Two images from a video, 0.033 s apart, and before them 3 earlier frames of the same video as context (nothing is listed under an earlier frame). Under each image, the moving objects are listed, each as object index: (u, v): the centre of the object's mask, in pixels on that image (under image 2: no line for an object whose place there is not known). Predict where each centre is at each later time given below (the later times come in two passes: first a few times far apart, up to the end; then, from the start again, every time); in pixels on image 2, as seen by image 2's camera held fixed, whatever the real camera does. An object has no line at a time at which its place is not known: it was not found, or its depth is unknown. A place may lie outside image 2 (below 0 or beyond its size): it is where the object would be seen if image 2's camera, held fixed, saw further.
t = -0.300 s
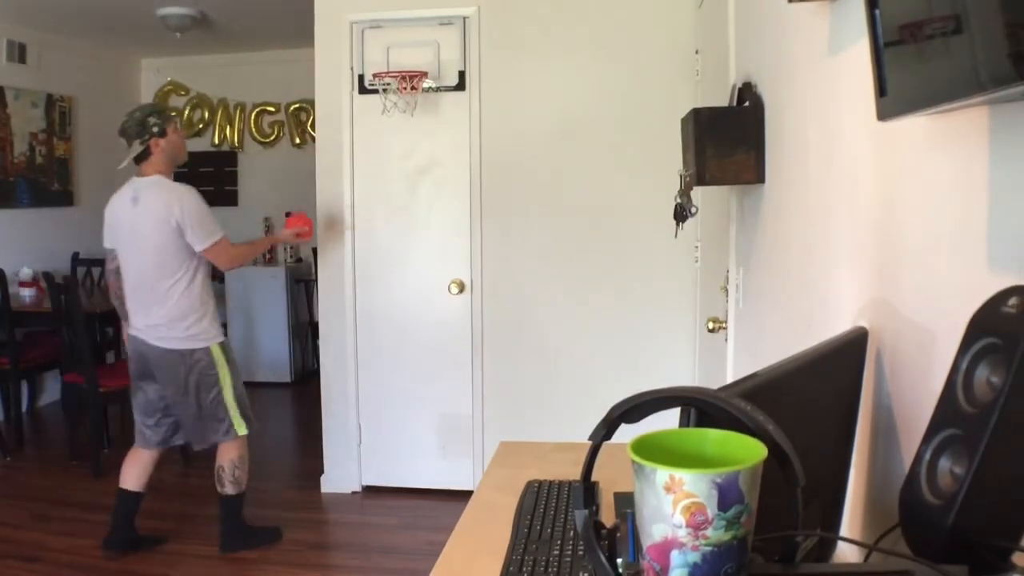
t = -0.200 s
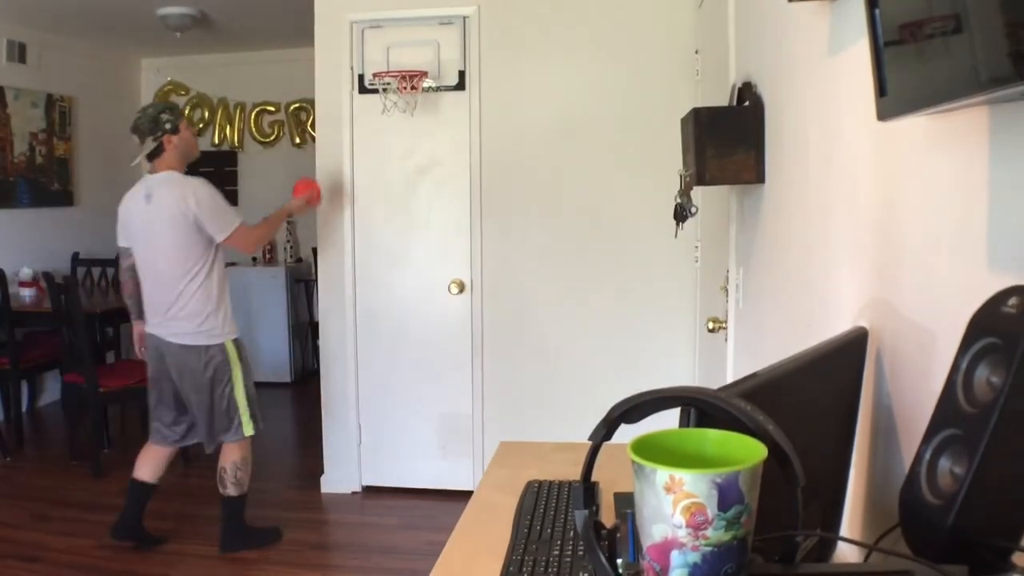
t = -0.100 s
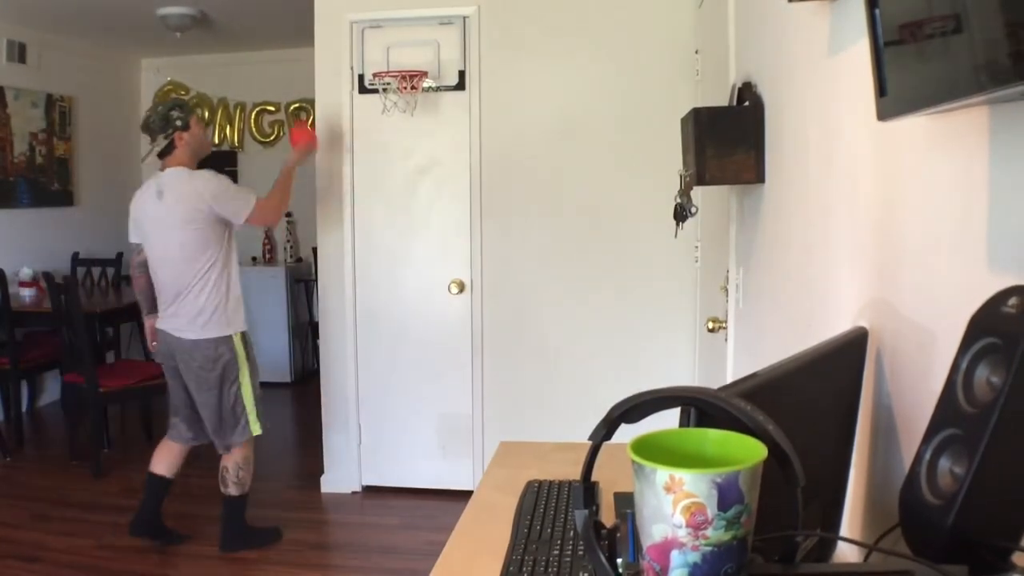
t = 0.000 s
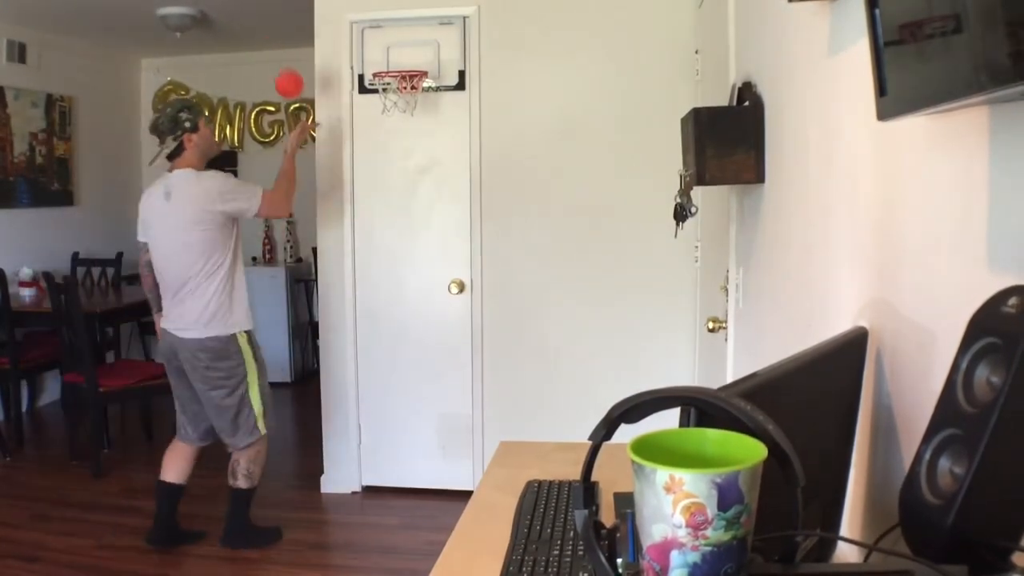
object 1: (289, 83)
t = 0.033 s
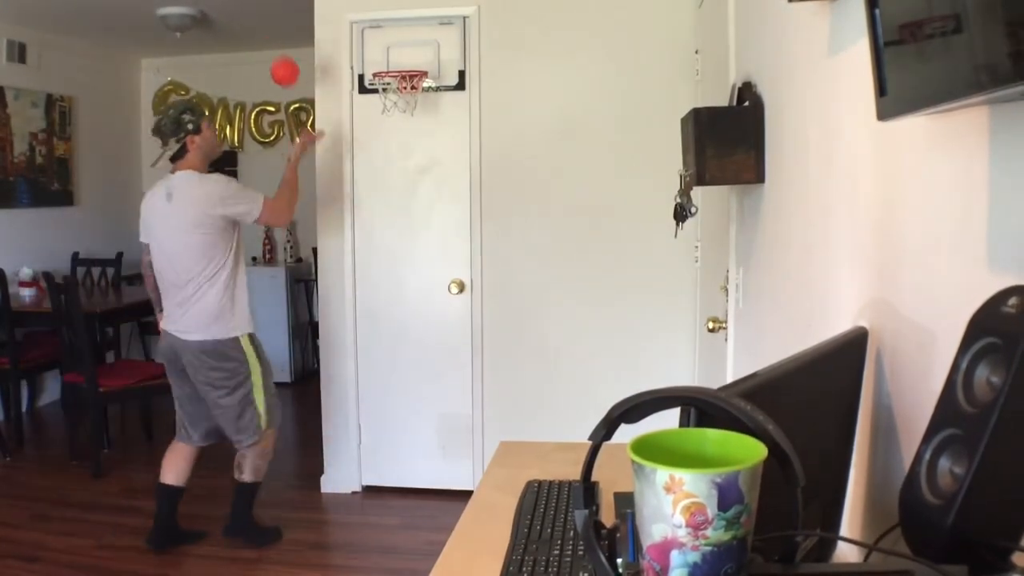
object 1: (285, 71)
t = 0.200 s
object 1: (264, 51)
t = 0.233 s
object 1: (259, 55)
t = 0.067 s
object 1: (280, 62)
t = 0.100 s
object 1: (276, 55)
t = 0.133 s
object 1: (272, 51)
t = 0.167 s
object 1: (268, 50)
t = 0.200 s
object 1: (264, 51)
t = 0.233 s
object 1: (259, 55)
